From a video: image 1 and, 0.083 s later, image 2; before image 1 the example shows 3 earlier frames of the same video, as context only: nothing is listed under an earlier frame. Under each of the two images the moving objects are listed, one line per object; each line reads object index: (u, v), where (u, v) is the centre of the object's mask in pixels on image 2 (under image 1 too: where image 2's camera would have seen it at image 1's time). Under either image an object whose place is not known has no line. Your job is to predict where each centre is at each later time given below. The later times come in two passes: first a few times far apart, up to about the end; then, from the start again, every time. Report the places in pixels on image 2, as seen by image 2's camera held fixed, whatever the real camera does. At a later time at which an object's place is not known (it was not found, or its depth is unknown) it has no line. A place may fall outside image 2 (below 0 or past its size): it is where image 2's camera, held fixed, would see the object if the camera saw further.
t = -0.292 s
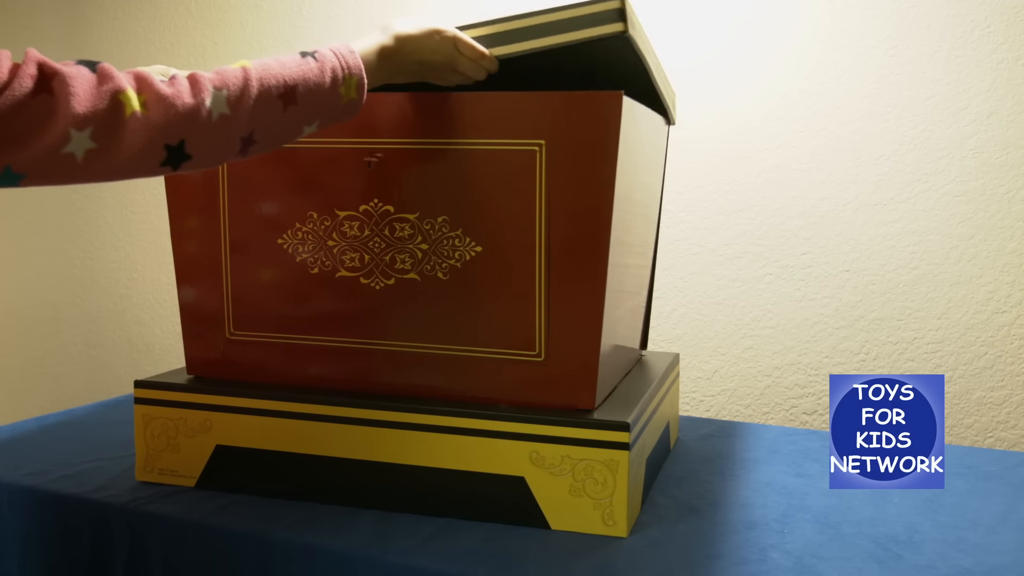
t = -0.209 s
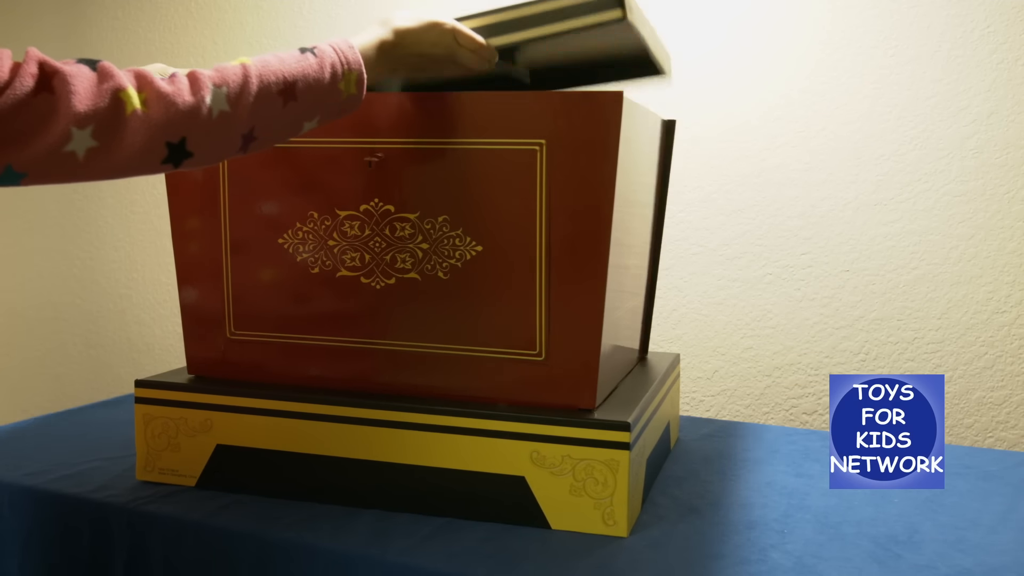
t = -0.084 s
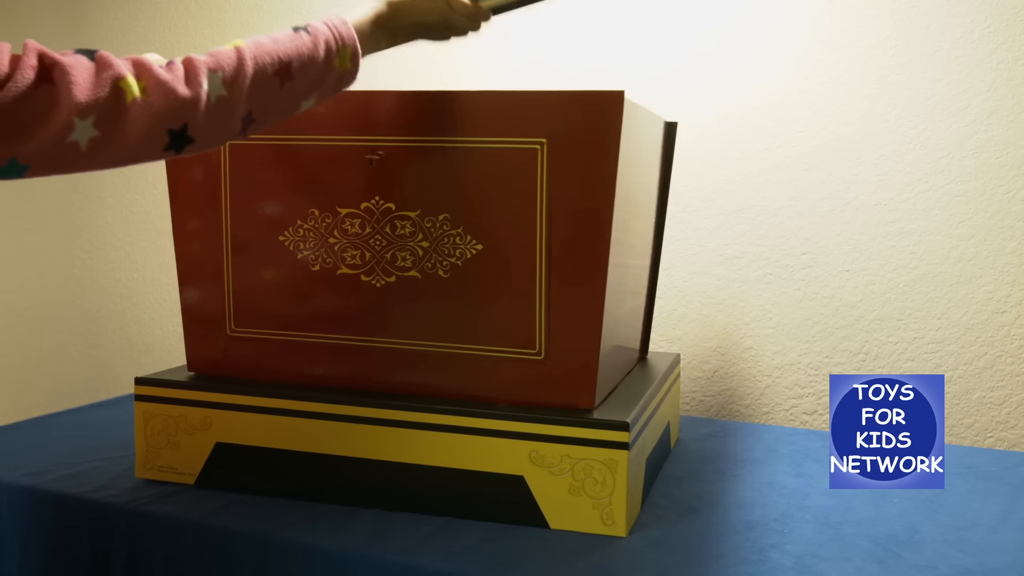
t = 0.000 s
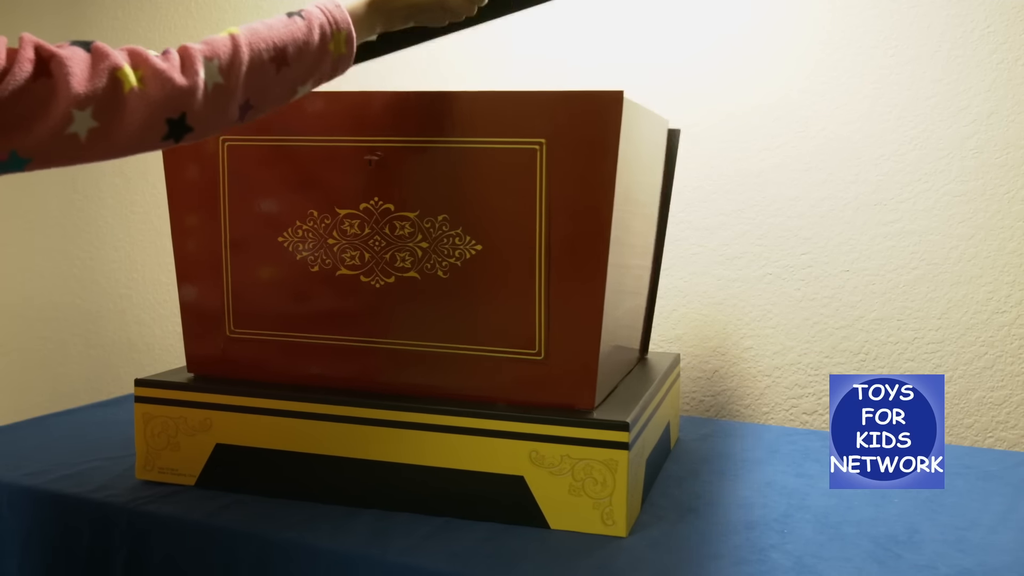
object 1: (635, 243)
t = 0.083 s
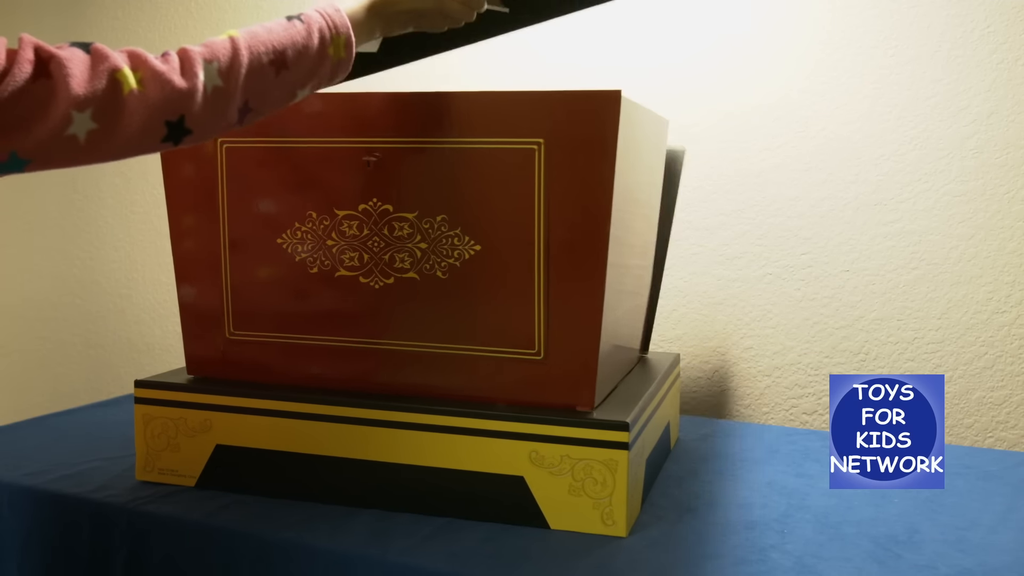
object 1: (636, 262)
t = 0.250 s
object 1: (634, 282)
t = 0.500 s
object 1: (637, 246)
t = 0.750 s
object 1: (670, 254)
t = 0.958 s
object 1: (742, 311)
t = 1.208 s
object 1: (744, 443)
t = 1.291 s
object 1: (749, 442)
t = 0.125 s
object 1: (636, 263)
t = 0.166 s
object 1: (636, 269)
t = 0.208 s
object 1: (635, 276)
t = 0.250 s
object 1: (634, 282)
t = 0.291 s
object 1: (632, 285)
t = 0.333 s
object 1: (627, 283)
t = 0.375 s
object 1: (632, 244)
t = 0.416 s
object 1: (633, 243)
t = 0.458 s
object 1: (633, 242)
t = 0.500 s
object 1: (637, 246)
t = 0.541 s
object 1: (640, 247)
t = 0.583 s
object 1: (644, 246)
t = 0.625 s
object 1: (648, 247)
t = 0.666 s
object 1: (654, 249)
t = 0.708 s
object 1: (661, 252)
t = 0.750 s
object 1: (670, 254)
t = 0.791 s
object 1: (682, 255)
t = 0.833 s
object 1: (697, 257)
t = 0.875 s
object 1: (722, 263)
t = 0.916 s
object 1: (725, 293)
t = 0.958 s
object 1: (742, 311)
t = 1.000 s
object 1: (755, 339)
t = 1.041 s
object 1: (755, 368)
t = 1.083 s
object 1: (721, 392)
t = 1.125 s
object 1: (723, 406)
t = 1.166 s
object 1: (739, 426)
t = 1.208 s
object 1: (744, 443)
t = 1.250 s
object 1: (742, 435)
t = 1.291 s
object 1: (749, 442)
